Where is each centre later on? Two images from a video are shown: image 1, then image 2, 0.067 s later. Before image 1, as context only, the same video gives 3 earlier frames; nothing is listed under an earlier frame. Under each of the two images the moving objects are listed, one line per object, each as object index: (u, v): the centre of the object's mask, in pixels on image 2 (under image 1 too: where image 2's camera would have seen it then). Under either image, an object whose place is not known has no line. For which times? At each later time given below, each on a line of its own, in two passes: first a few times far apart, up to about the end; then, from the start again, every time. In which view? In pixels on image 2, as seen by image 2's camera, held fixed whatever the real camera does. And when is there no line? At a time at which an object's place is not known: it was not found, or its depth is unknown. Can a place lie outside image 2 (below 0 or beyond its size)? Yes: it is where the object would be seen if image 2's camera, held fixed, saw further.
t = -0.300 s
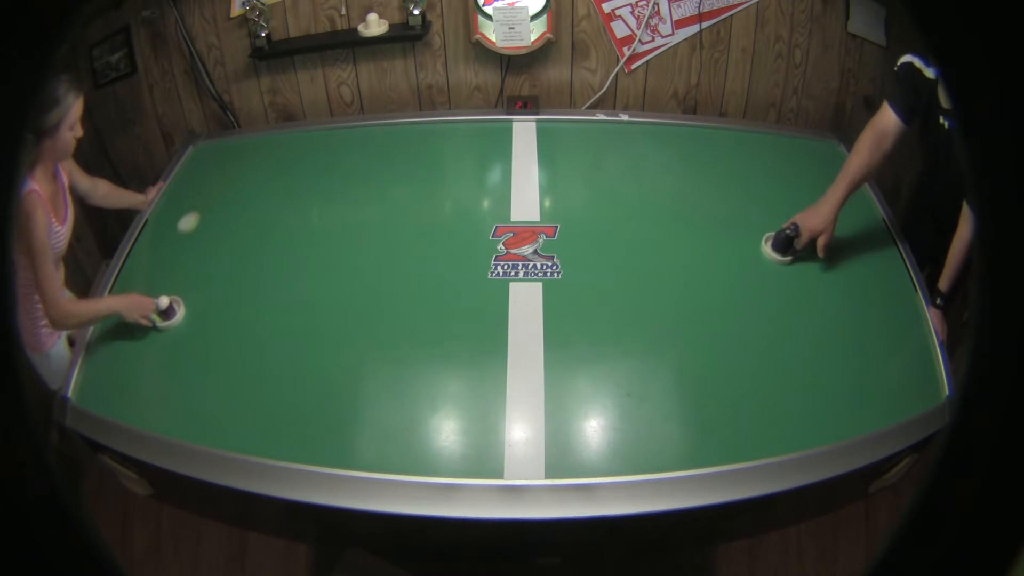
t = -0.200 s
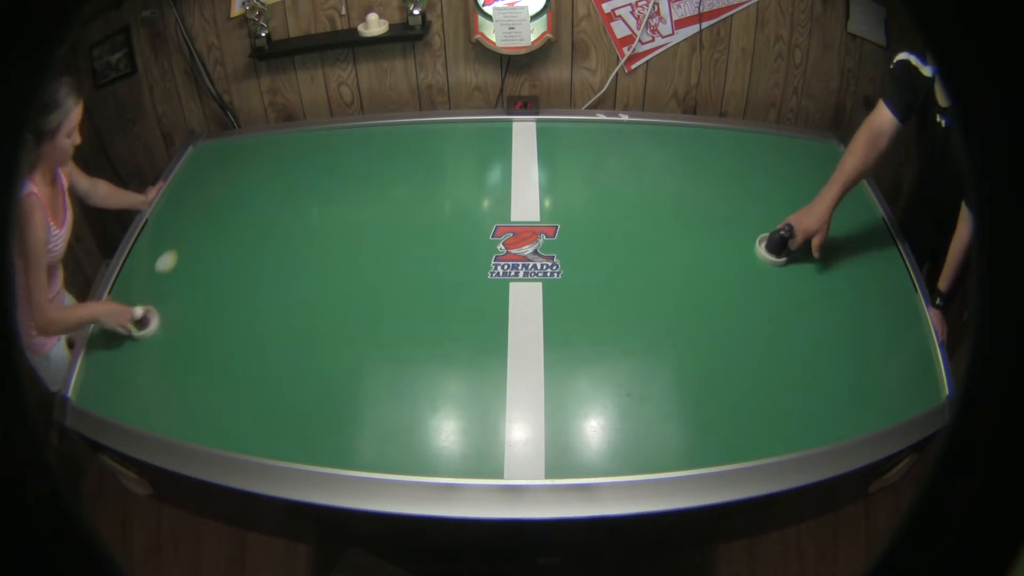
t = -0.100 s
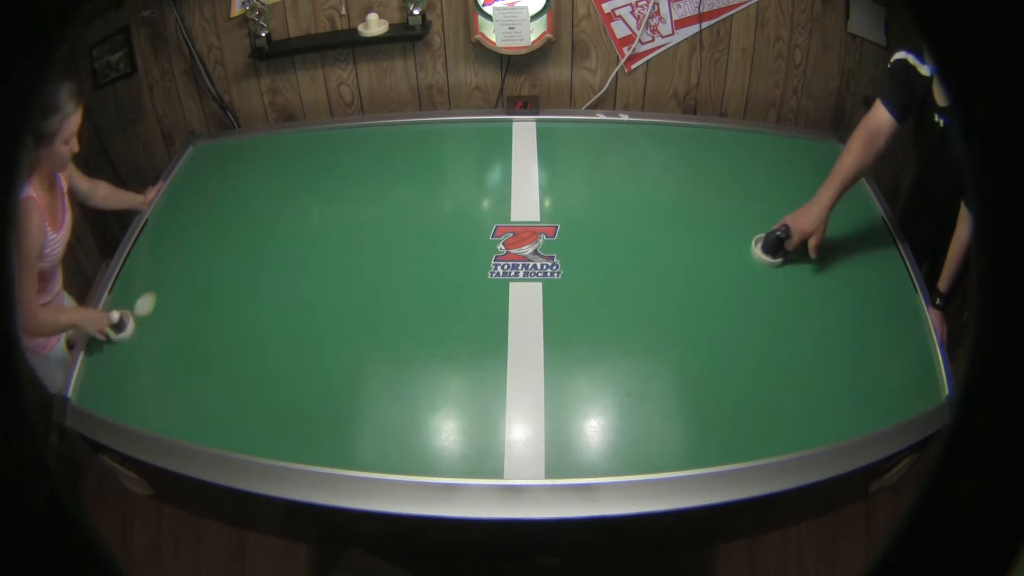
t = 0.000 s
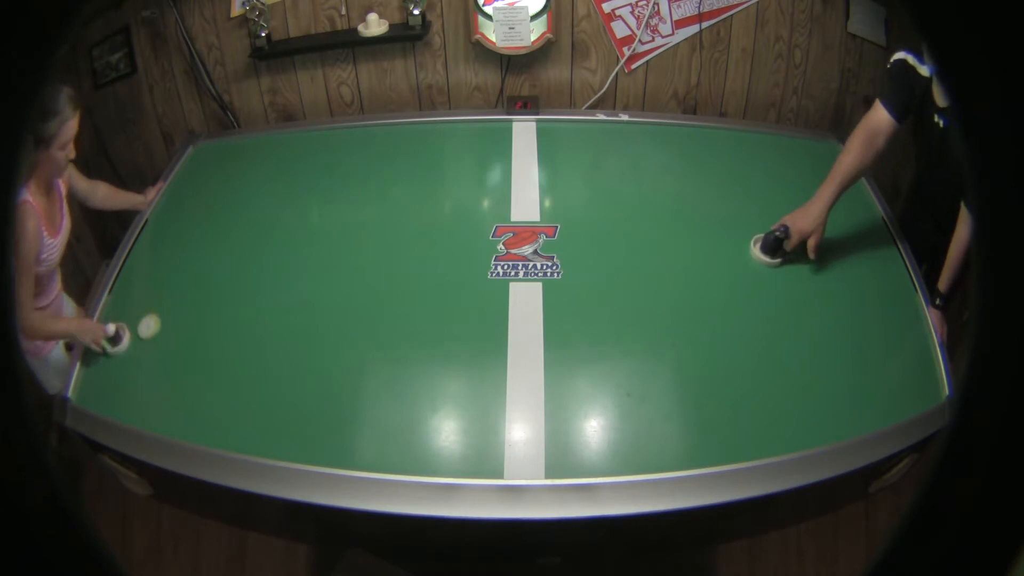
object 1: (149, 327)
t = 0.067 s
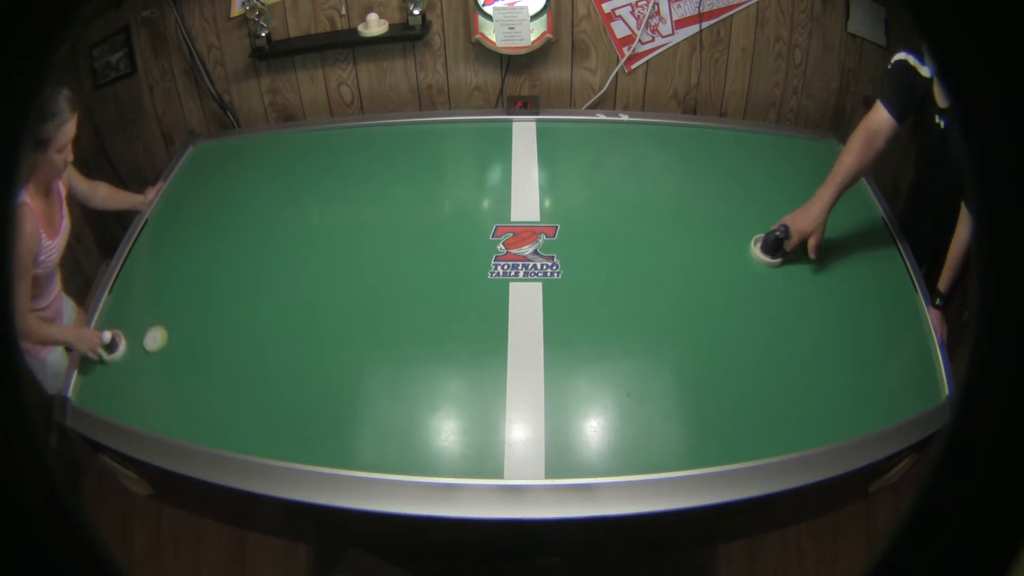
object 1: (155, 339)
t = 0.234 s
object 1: (173, 373)
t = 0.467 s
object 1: (208, 427)
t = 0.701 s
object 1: (268, 397)
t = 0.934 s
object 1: (335, 355)
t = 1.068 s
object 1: (374, 330)
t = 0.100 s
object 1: (158, 345)
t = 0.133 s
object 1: (162, 352)
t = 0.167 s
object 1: (165, 359)
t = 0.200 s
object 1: (169, 366)
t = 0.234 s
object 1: (173, 373)
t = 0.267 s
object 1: (177, 380)
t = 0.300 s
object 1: (182, 387)
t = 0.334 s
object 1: (187, 395)
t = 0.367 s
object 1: (192, 403)
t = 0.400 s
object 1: (197, 411)
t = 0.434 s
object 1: (202, 419)
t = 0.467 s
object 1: (208, 427)
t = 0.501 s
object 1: (215, 430)
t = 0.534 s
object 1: (223, 425)
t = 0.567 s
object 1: (232, 420)
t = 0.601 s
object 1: (240, 414)
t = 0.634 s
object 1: (249, 409)
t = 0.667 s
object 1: (258, 403)
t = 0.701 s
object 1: (268, 397)
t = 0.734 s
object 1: (277, 392)
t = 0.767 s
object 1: (287, 385)
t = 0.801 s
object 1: (296, 379)
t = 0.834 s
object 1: (306, 373)
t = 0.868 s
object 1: (315, 367)
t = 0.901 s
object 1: (325, 361)
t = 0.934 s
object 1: (335, 355)
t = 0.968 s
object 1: (345, 349)
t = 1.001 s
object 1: (355, 342)
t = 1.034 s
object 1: (364, 336)
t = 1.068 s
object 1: (374, 330)
